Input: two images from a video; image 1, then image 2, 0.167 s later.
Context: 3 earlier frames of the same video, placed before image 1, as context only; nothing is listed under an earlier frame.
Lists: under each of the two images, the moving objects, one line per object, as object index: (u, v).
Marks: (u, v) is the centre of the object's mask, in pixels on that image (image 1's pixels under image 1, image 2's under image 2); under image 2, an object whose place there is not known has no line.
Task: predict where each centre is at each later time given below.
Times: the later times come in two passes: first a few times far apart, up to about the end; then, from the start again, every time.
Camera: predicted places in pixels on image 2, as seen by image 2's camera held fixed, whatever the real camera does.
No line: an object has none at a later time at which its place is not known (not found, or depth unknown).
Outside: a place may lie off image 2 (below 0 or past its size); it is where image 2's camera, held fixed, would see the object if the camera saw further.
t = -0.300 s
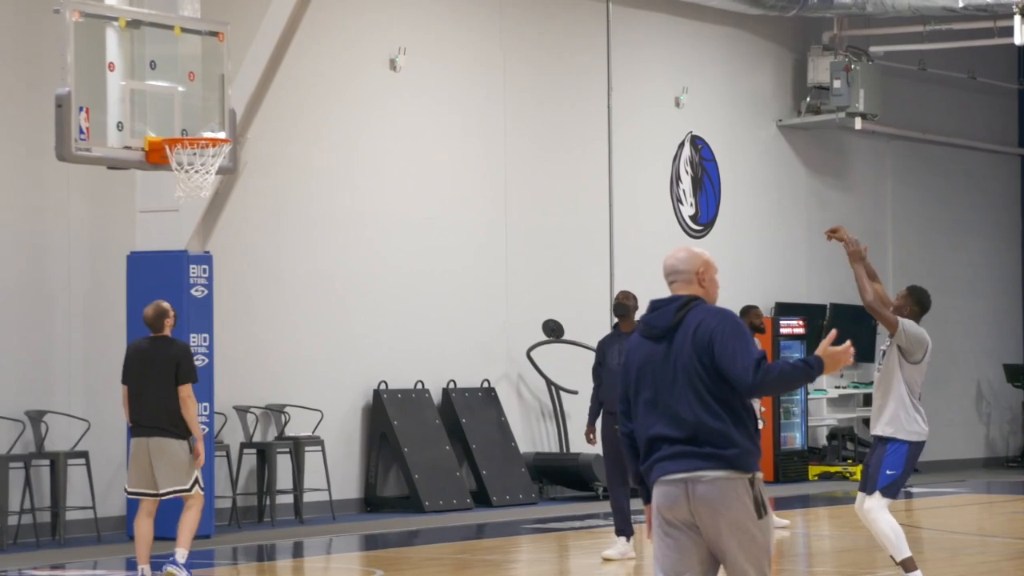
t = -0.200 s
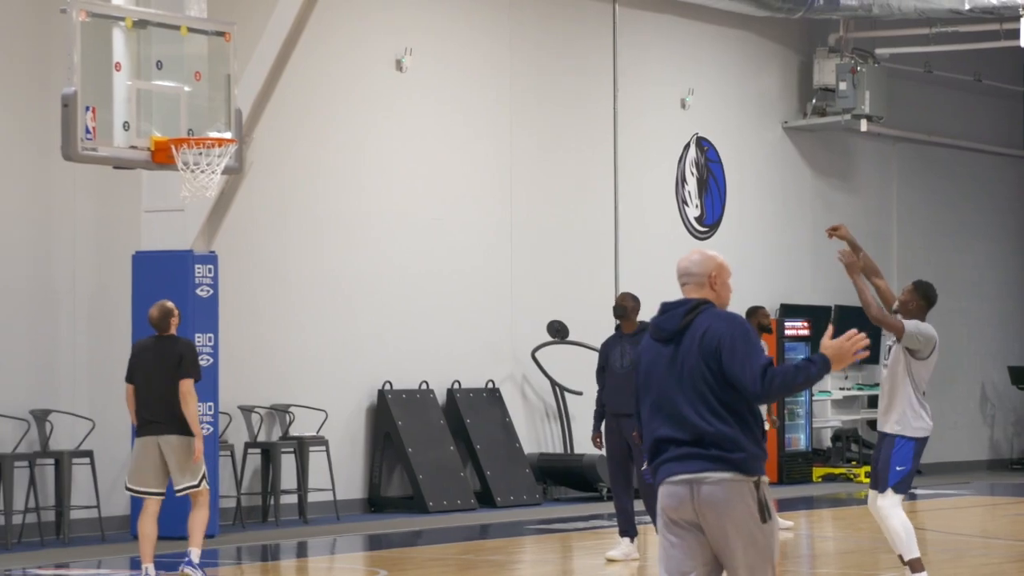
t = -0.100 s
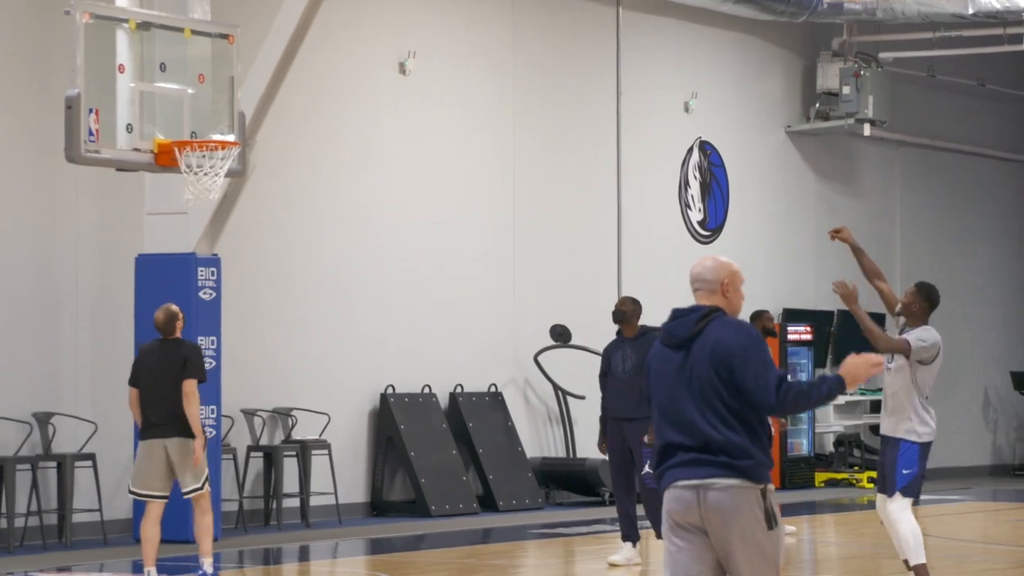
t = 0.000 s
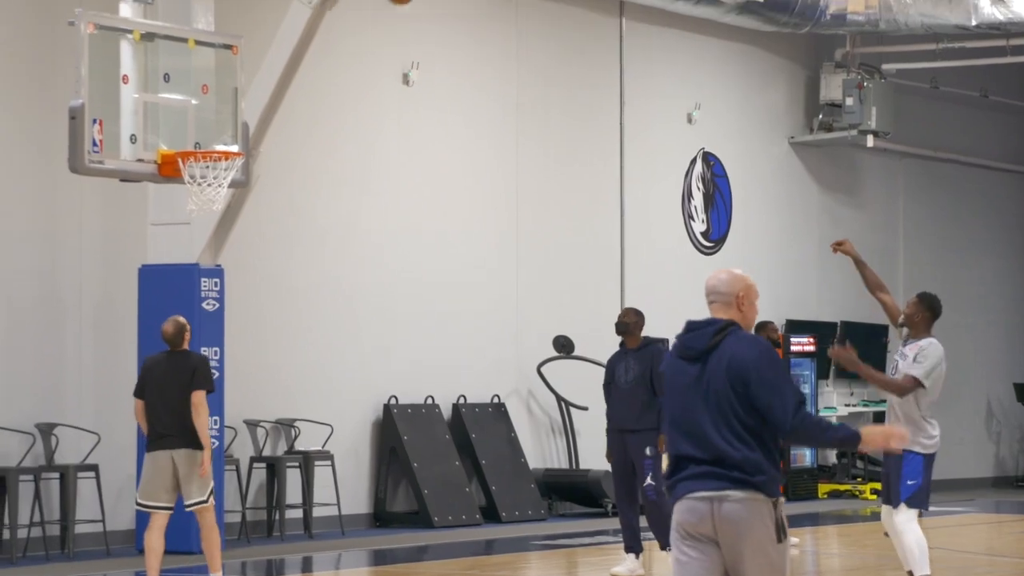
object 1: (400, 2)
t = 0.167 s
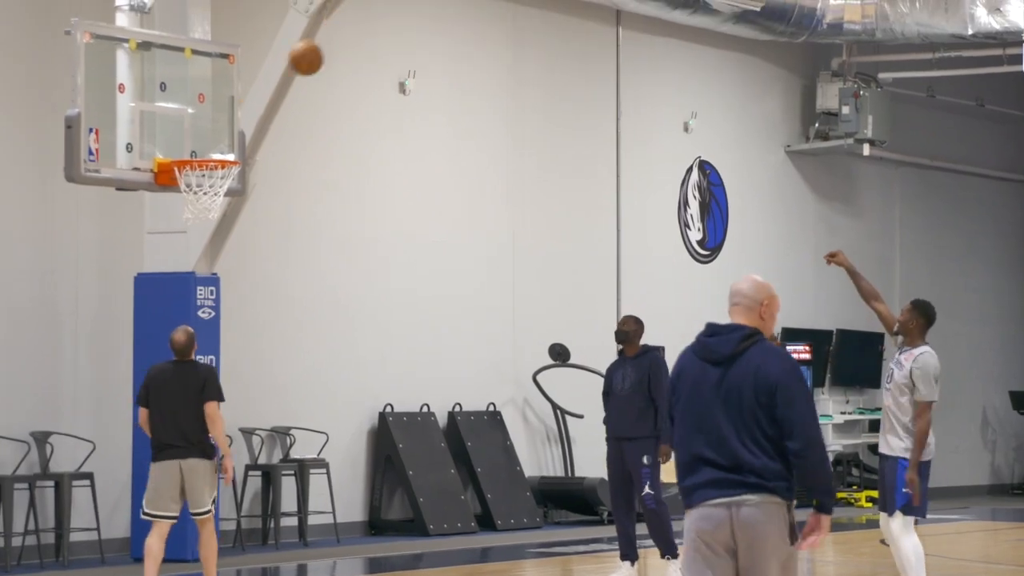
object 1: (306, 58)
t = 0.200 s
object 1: (289, 75)
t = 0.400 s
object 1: (212, 126)
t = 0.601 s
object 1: (175, 109)
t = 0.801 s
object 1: (200, 123)
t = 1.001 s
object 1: (216, 151)
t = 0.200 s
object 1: (289, 75)
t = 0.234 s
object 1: (271, 94)
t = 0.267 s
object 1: (254, 113)
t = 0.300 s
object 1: (237, 133)
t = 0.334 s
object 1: (224, 144)
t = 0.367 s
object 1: (218, 134)
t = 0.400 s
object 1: (212, 126)
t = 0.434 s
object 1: (206, 120)
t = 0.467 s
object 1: (200, 115)
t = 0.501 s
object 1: (193, 111)
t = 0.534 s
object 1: (187, 108)
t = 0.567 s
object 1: (181, 108)
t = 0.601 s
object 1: (175, 109)
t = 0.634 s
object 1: (174, 109)
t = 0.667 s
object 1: (178, 109)
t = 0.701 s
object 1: (184, 111)
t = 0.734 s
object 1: (190, 113)
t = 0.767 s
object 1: (195, 117)
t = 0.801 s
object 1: (200, 123)
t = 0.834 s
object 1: (205, 131)
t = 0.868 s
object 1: (210, 140)
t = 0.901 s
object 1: (215, 148)
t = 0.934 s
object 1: (215, 148)
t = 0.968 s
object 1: (216, 149)
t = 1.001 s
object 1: (216, 151)
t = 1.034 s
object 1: (218, 155)
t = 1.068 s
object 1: (218, 159)
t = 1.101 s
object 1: (213, 167)
